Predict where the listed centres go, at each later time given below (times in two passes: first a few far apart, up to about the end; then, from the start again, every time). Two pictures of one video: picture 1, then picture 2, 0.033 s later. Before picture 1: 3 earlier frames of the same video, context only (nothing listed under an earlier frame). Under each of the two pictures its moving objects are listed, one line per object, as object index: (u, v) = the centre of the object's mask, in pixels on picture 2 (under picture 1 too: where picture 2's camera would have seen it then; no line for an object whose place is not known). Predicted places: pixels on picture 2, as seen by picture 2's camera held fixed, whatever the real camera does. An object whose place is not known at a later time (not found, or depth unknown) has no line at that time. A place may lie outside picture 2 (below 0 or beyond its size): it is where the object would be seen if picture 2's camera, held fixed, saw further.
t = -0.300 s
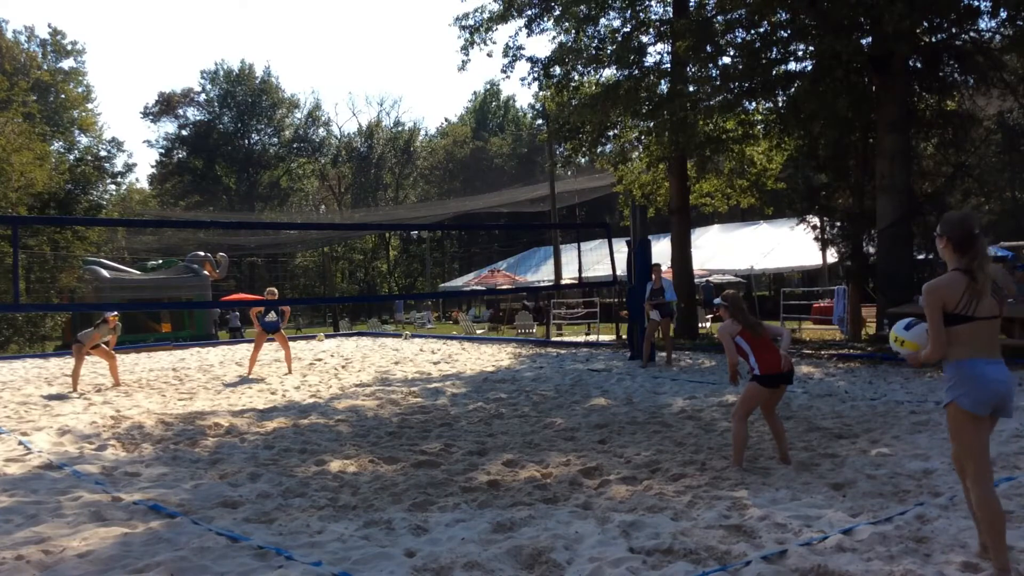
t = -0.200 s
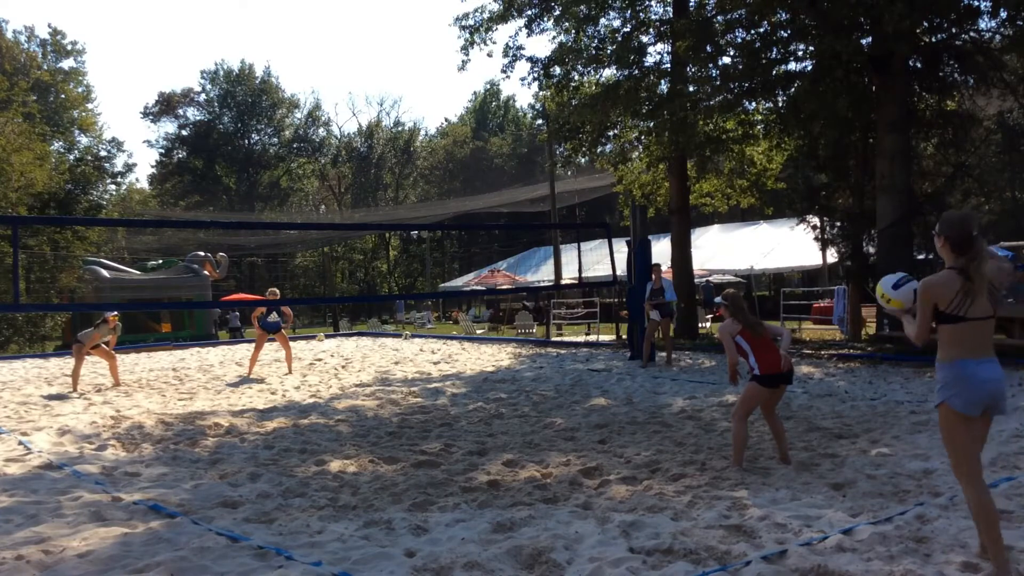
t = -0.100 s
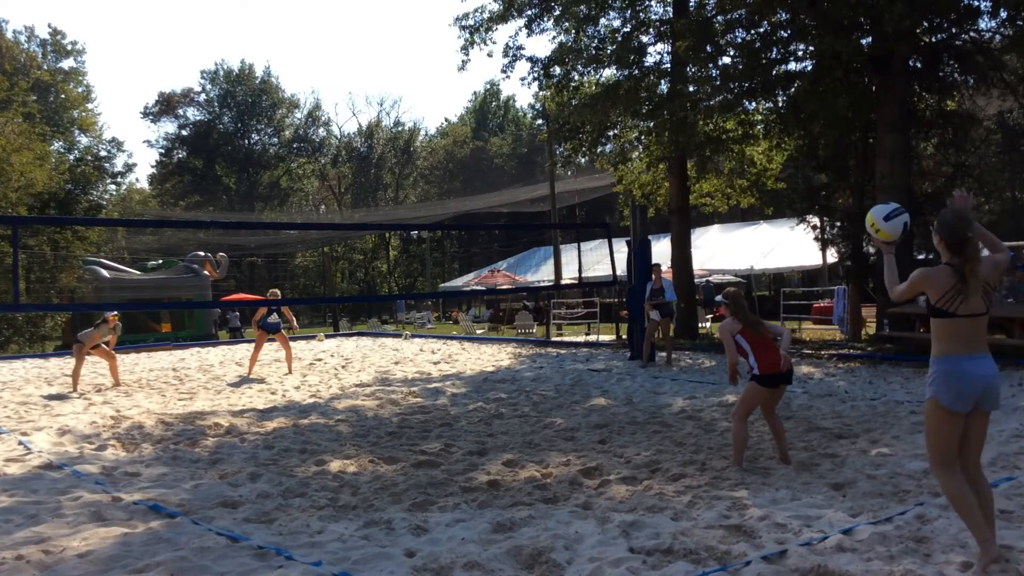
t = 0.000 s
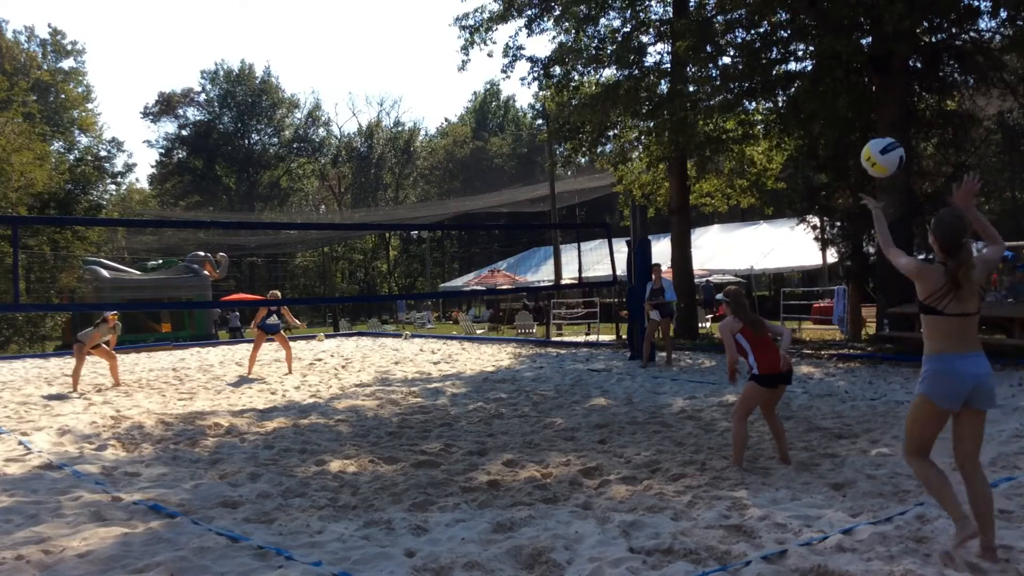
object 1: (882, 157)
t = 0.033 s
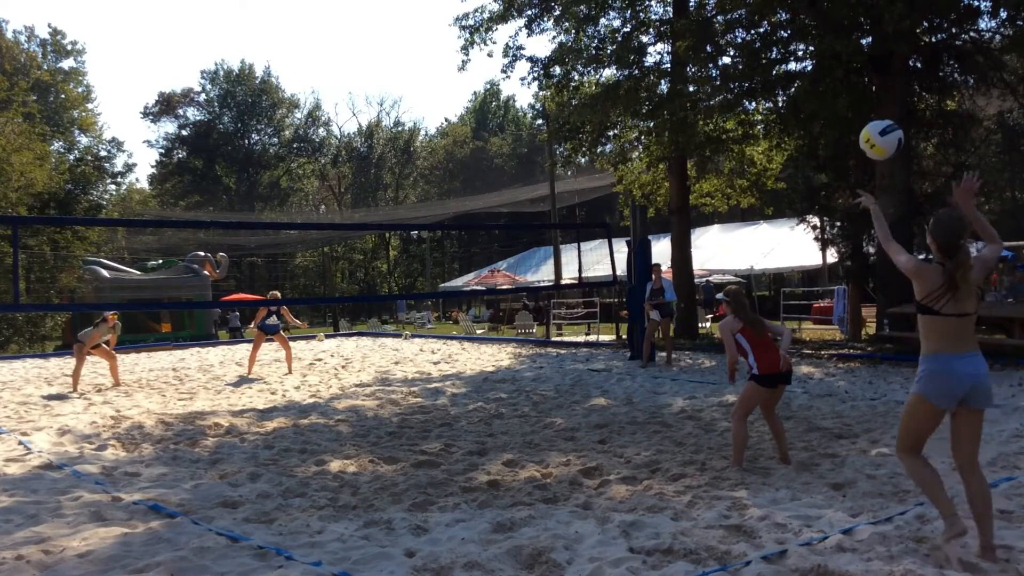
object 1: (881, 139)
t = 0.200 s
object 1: (875, 80)
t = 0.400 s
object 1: (869, 75)
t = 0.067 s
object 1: (880, 124)
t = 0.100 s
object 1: (878, 110)
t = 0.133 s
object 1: (877, 98)
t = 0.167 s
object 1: (876, 88)
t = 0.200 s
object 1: (875, 80)
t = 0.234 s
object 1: (874, 74)
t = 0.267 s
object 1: (873, 71)
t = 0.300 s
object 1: (872, 69)
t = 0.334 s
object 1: (871, 69)
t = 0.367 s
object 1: (870, 71)
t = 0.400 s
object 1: (869, 75)
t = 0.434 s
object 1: (869, 81)
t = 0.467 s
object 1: (868, 89)
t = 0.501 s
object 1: (867, 99)
